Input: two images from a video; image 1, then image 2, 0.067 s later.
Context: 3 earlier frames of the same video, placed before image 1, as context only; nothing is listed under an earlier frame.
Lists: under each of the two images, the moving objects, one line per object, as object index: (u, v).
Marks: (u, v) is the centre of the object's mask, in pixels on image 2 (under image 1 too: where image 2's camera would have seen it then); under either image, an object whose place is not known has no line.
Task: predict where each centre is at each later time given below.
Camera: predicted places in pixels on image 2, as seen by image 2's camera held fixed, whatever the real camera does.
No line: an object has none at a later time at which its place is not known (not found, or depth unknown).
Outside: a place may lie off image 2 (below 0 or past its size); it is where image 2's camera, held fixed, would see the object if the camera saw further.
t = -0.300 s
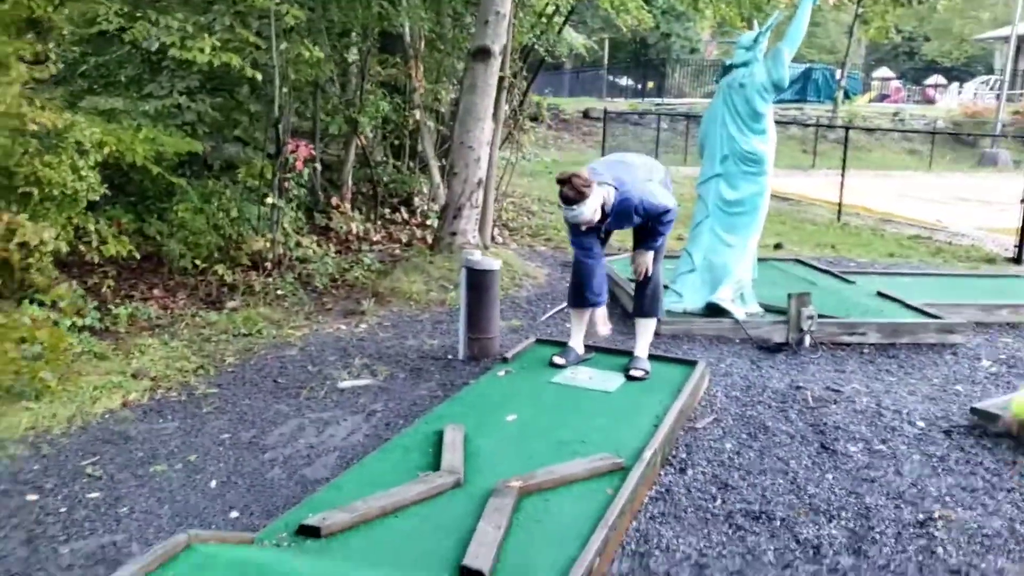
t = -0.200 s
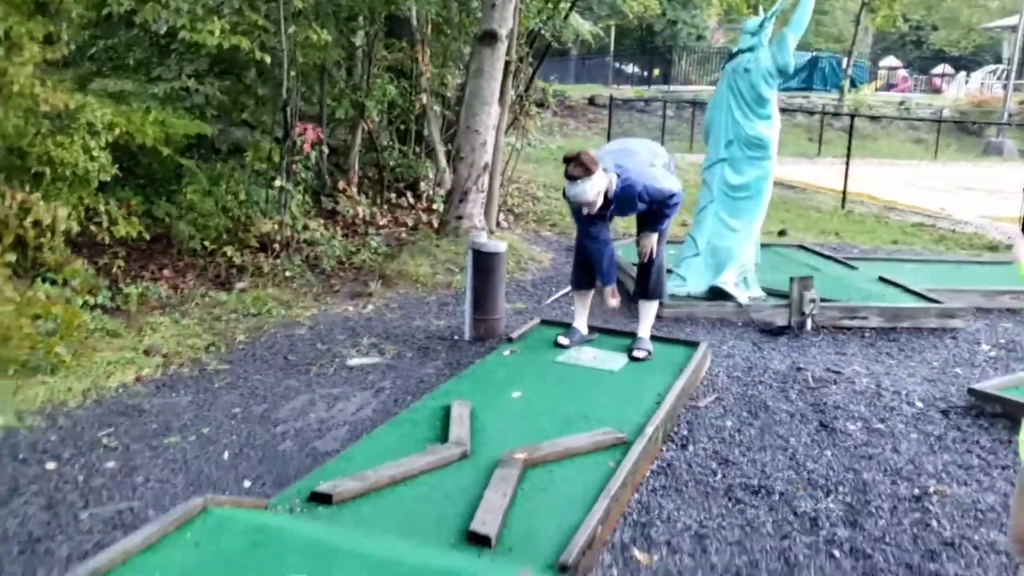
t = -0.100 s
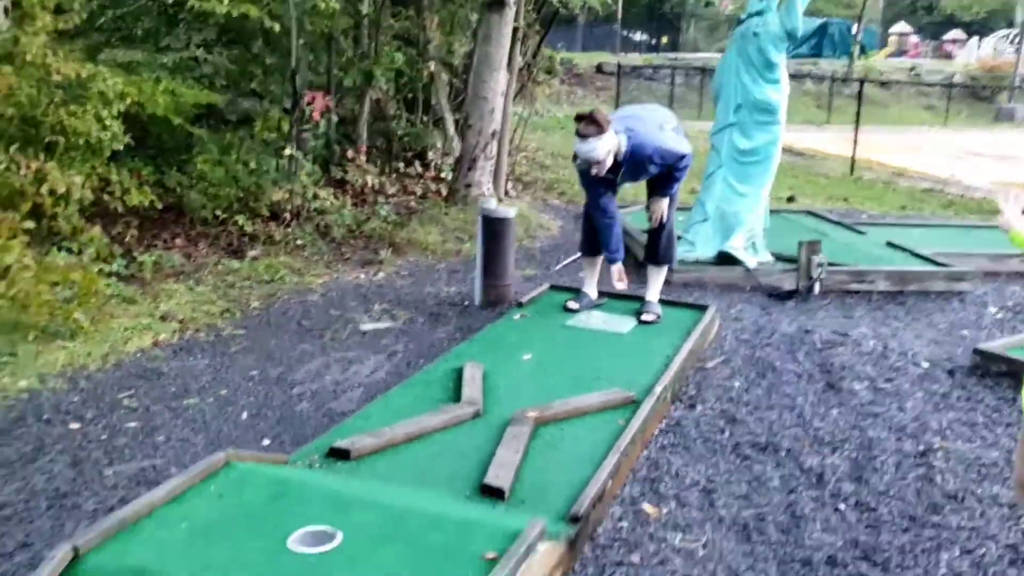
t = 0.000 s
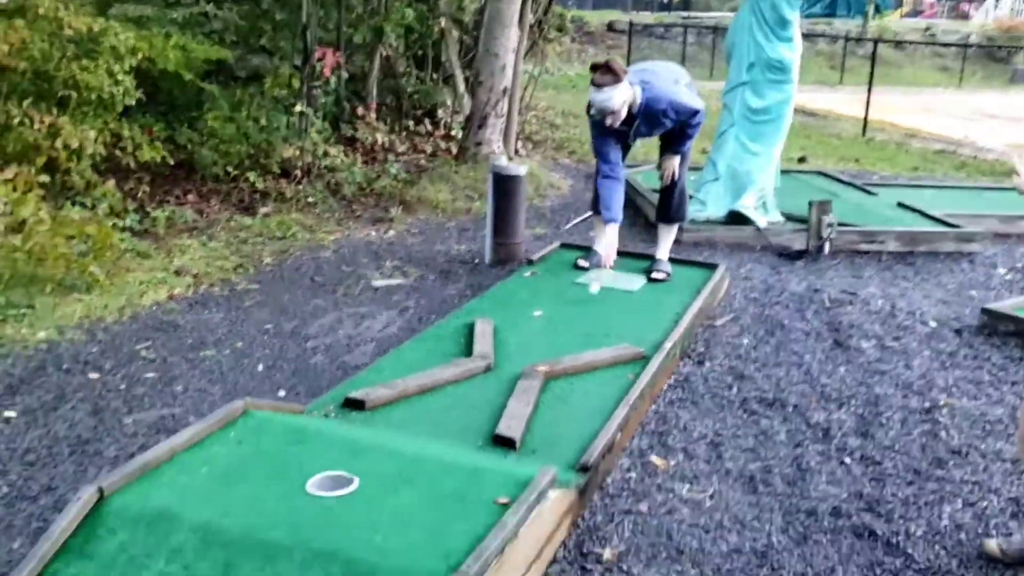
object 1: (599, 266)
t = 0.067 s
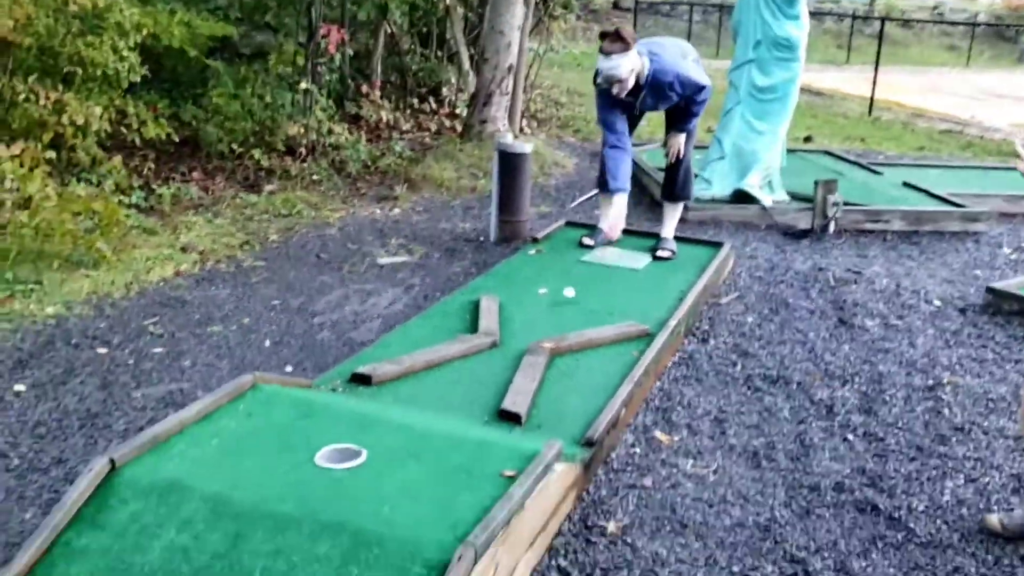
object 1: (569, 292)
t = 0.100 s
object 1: (553, 311)
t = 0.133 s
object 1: (538, 322)
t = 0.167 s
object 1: (520, 338)
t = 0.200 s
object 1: (502, 353)
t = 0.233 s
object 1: (484, 373)
